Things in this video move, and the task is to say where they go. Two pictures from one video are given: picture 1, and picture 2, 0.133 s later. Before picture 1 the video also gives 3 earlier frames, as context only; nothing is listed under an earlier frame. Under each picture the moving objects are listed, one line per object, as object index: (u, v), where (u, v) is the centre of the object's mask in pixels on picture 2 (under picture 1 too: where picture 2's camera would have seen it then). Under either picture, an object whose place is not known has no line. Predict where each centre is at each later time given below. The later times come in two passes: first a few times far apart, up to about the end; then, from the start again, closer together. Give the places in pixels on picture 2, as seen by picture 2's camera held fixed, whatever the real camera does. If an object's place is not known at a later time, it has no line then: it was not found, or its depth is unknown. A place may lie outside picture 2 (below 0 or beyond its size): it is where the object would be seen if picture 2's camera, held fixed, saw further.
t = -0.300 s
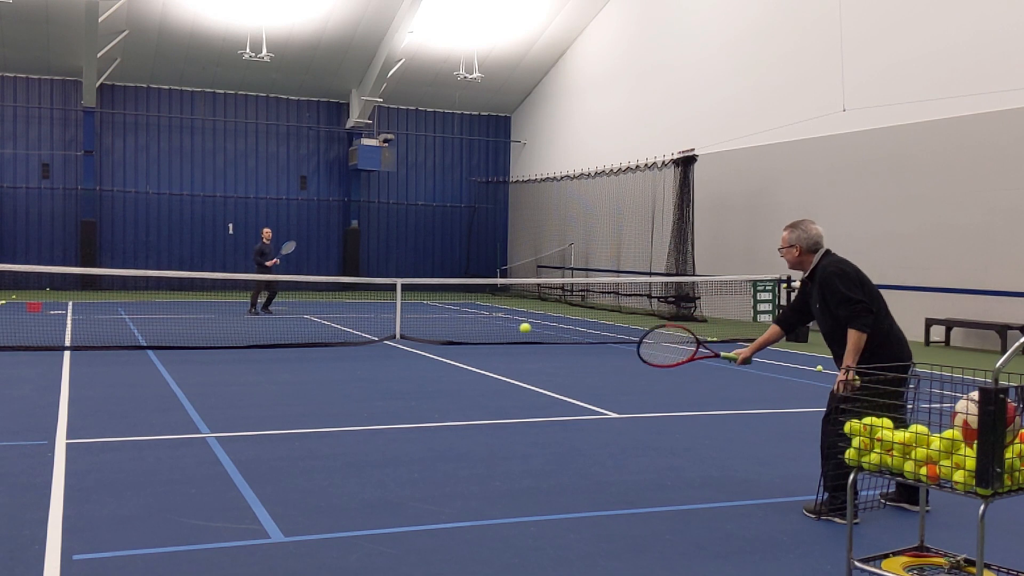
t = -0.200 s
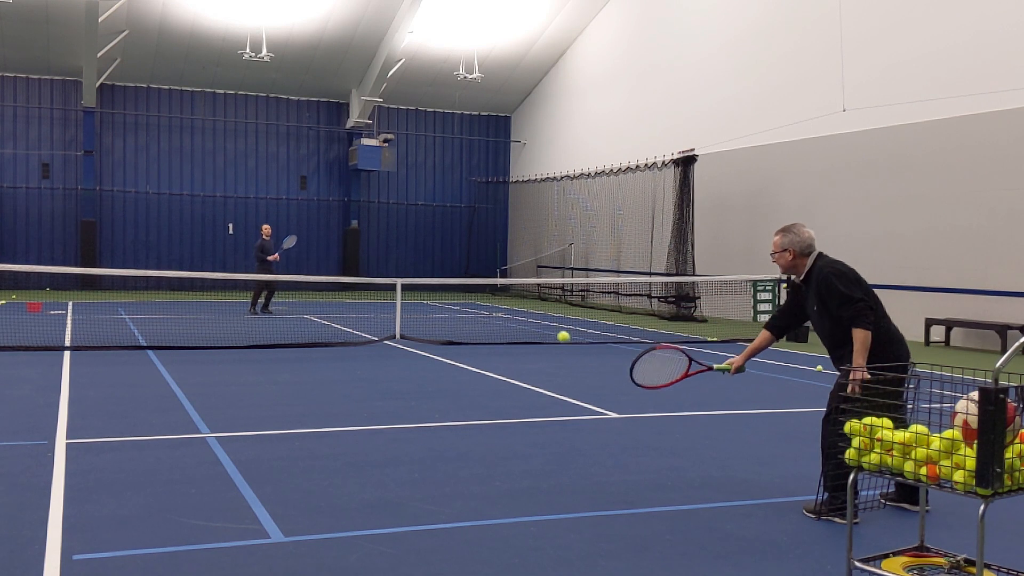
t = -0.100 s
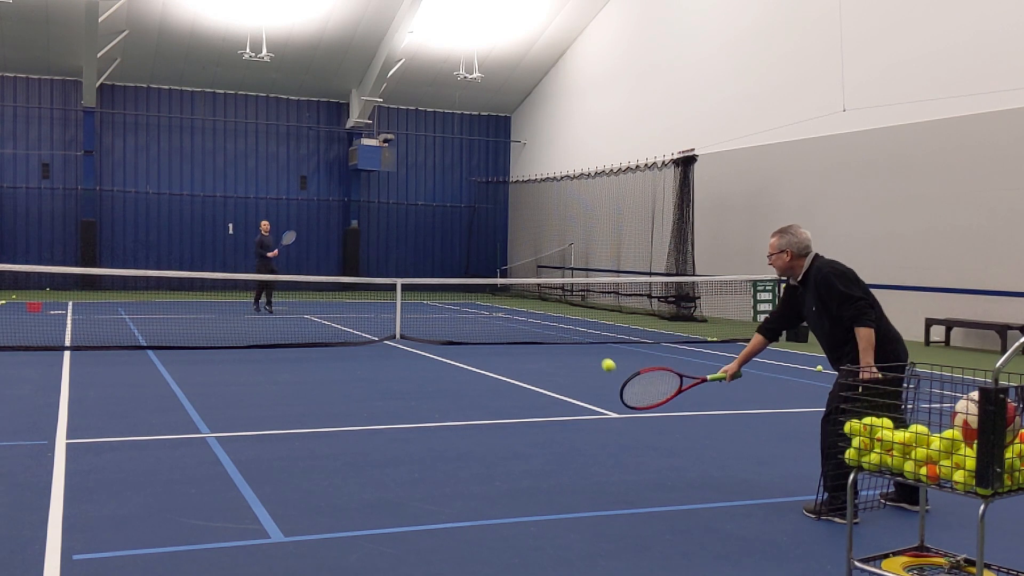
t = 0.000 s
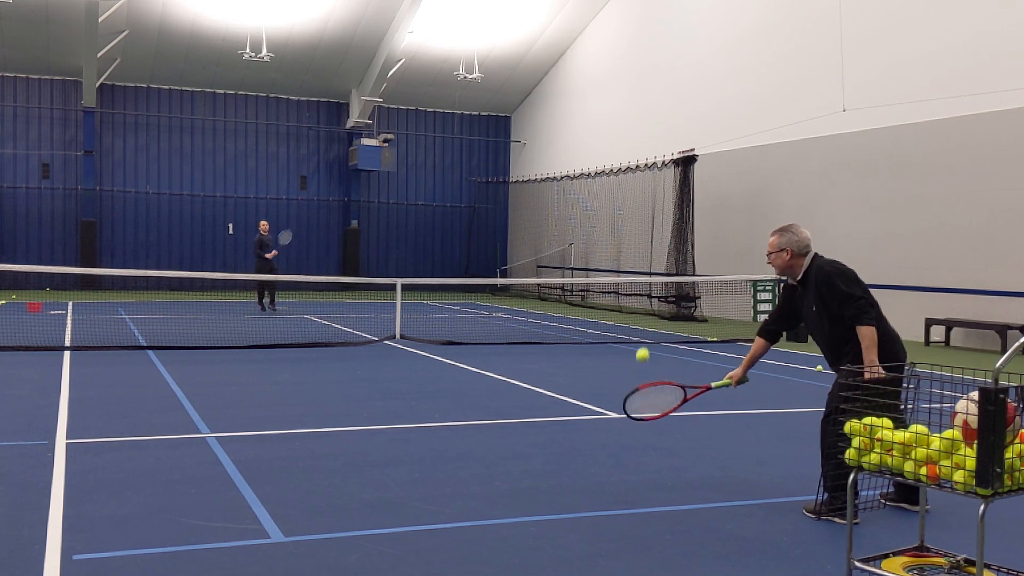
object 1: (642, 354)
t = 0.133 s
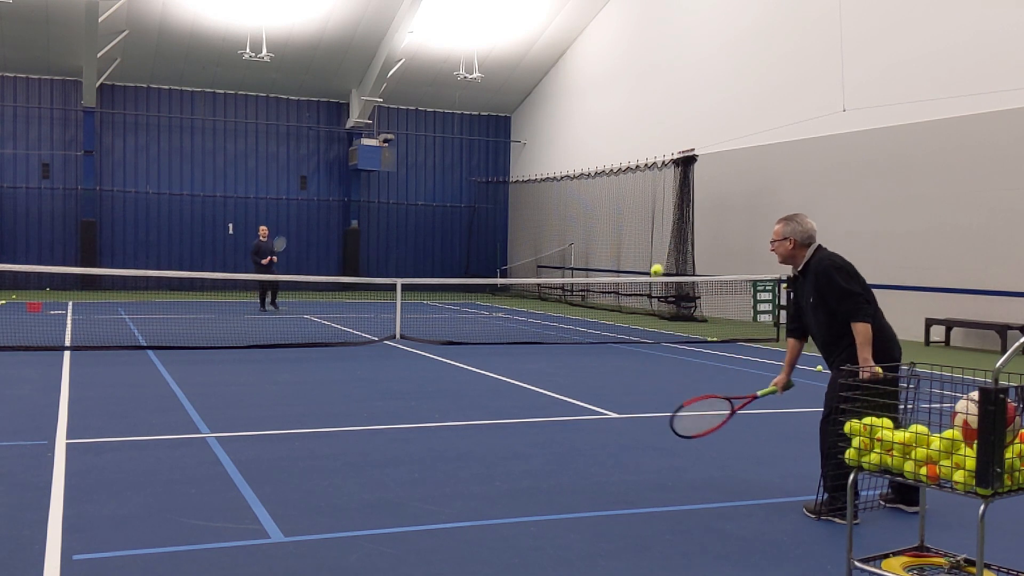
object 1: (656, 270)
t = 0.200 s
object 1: (663, 242)
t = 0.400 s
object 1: (680, 207)
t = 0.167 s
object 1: (660, 255)
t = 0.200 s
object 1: (663, 242)
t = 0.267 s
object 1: (669, 223)
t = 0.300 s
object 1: (672, 216)
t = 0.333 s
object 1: (675, 211)
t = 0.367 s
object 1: (677, 208)
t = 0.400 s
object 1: (680, 207)
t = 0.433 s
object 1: (682, 207)
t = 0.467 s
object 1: (685, 209)
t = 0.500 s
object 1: (687, 212)
